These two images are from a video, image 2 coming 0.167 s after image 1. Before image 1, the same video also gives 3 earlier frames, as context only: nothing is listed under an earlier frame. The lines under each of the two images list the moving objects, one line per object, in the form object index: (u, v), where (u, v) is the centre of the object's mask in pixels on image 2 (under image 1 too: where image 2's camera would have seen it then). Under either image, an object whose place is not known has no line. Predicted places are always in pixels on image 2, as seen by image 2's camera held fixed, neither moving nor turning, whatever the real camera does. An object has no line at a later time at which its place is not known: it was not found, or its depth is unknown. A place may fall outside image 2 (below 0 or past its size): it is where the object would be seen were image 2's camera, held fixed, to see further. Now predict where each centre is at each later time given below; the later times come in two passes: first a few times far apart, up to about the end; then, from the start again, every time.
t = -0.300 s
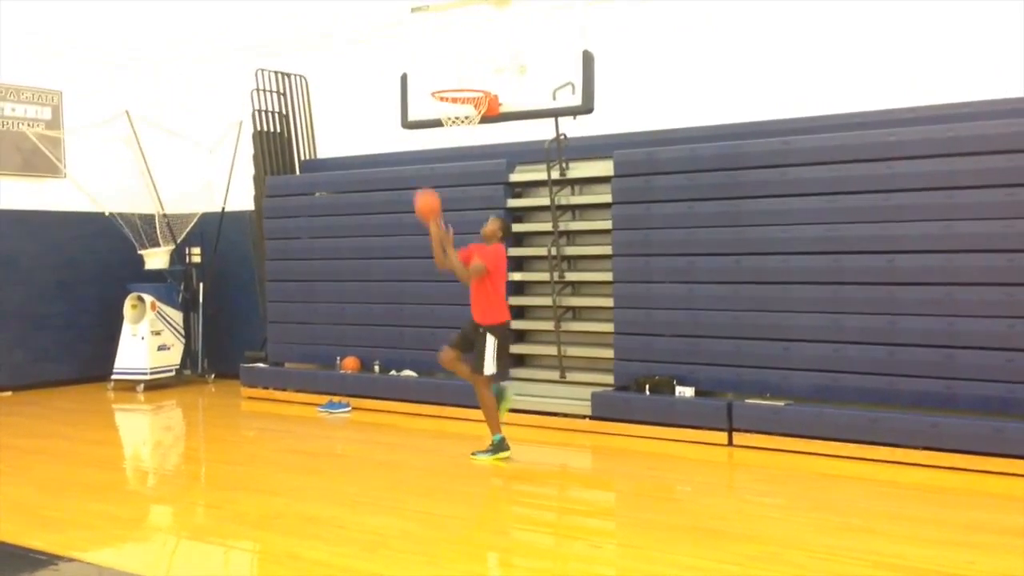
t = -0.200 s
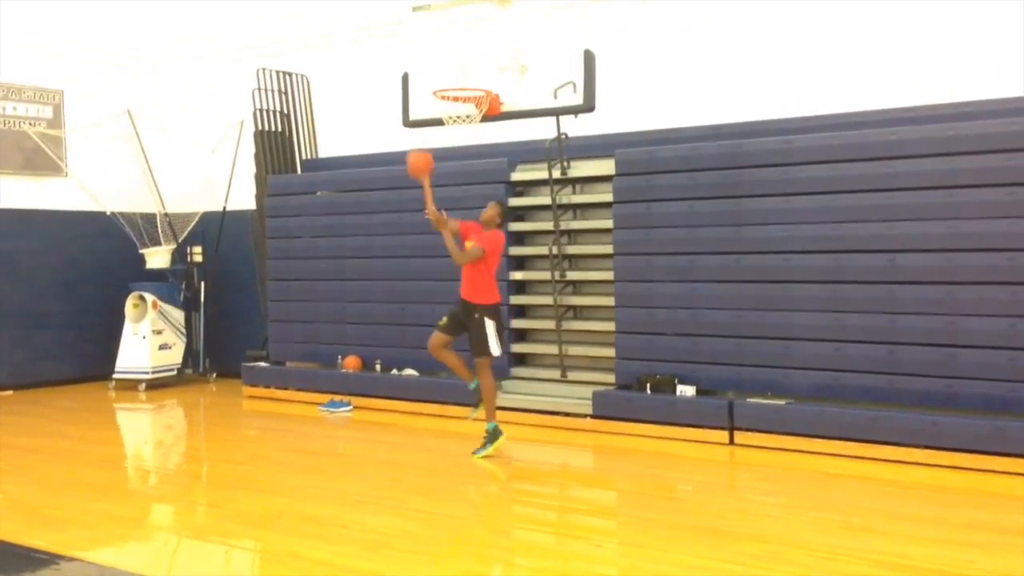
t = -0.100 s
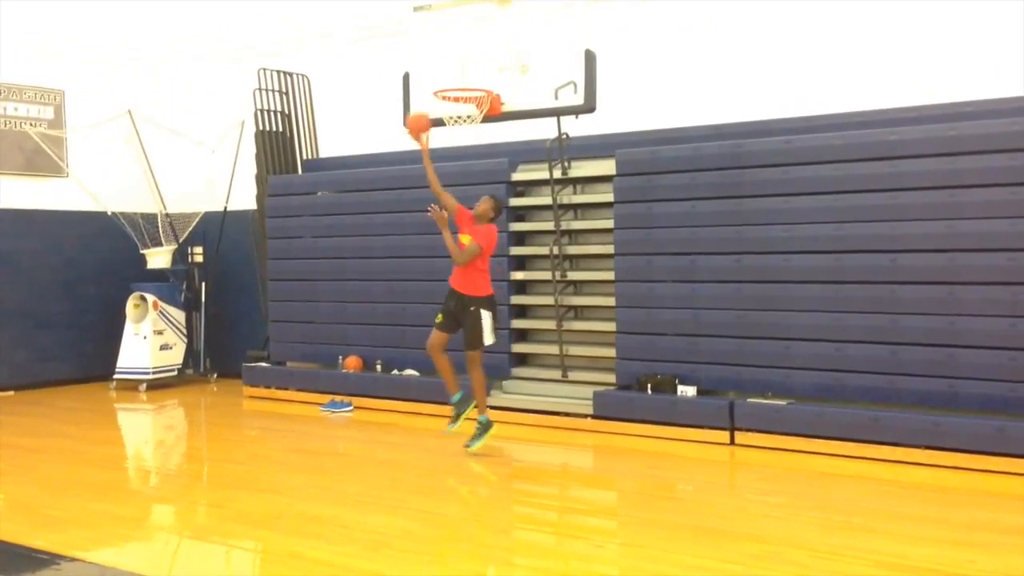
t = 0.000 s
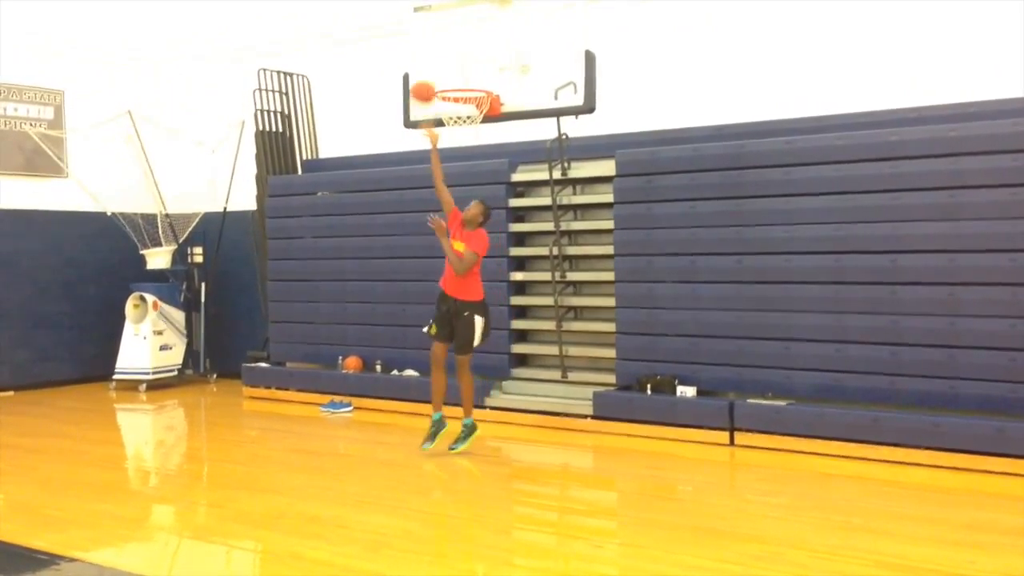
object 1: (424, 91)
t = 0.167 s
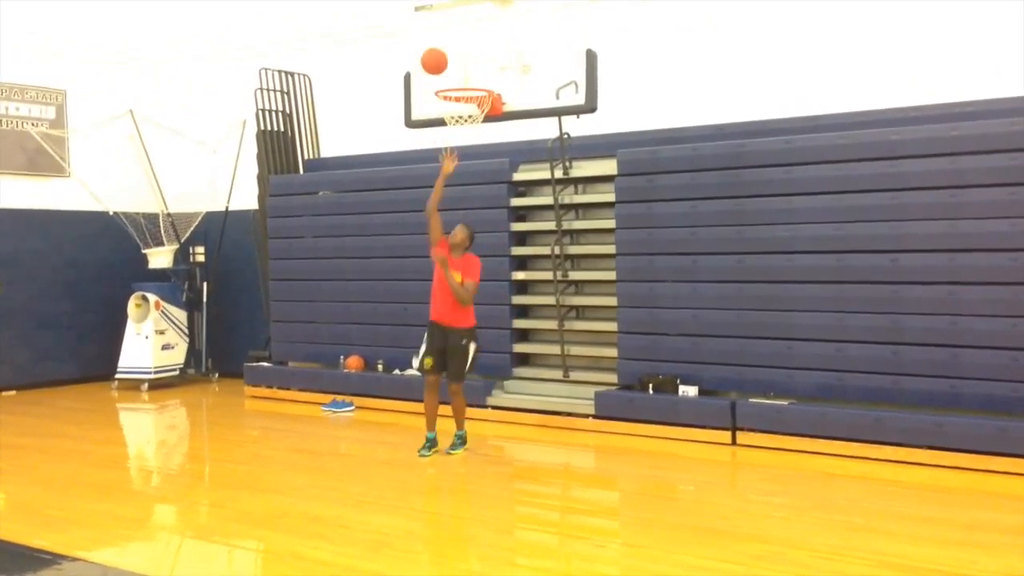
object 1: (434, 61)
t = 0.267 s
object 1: (440, 58)
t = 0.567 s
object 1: (459, 122)
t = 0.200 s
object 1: (436, 59)
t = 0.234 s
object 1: (438, 58)
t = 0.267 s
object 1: (440, 58)
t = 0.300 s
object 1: (442, 60)
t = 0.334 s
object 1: (444, 63)
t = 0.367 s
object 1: (446, 67)
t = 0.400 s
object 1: (448, 73)
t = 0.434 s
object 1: (450, 79)
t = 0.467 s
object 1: (453, 89)
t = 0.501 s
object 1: (455, 99)
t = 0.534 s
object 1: (457, 111)
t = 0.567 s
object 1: (459, 122)
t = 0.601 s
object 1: (462, 136)
